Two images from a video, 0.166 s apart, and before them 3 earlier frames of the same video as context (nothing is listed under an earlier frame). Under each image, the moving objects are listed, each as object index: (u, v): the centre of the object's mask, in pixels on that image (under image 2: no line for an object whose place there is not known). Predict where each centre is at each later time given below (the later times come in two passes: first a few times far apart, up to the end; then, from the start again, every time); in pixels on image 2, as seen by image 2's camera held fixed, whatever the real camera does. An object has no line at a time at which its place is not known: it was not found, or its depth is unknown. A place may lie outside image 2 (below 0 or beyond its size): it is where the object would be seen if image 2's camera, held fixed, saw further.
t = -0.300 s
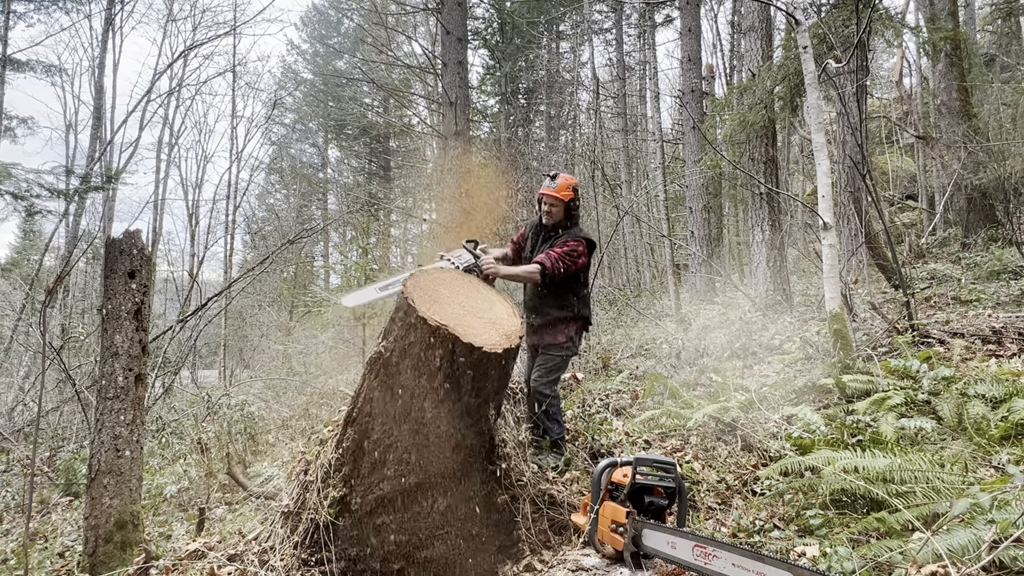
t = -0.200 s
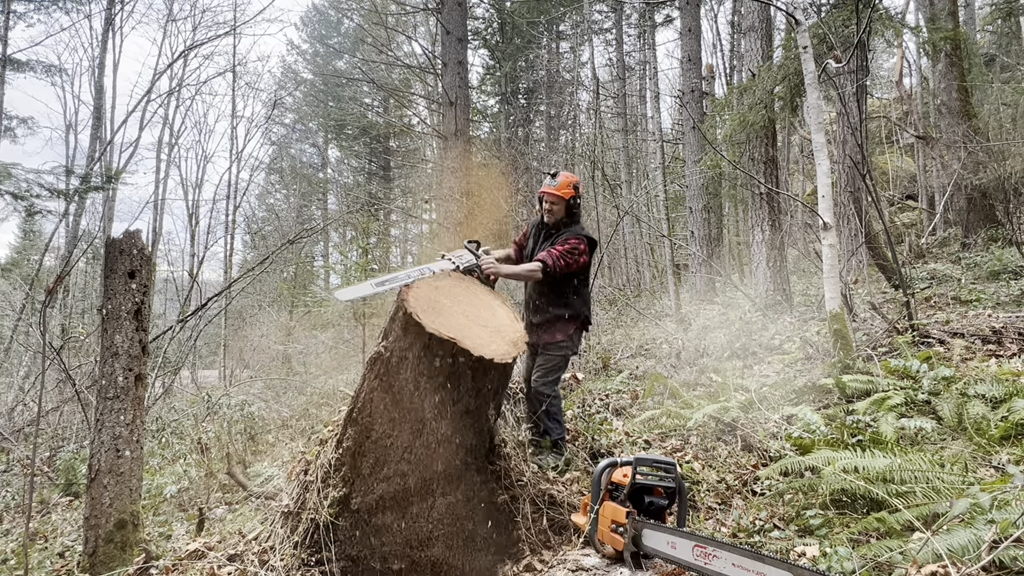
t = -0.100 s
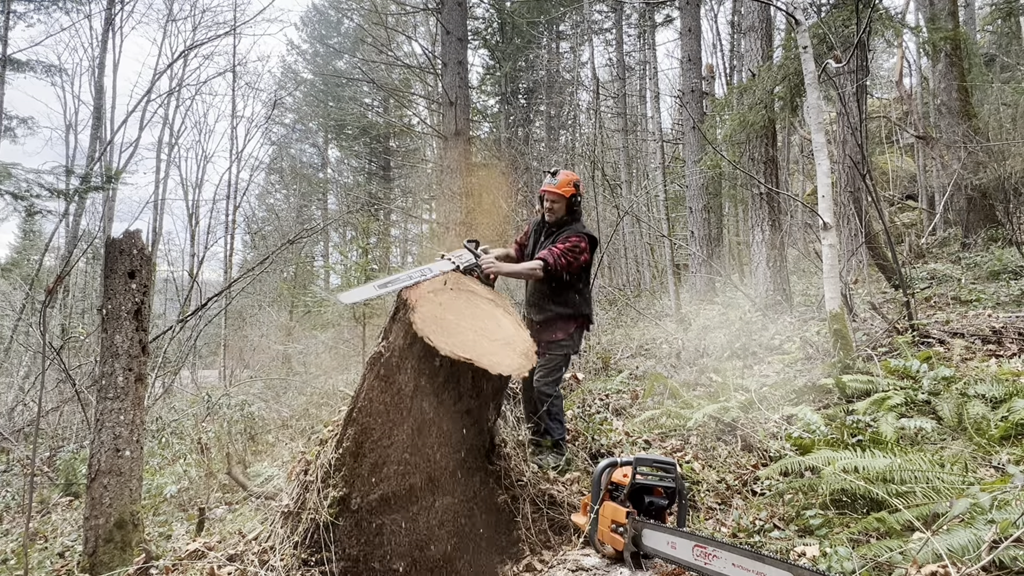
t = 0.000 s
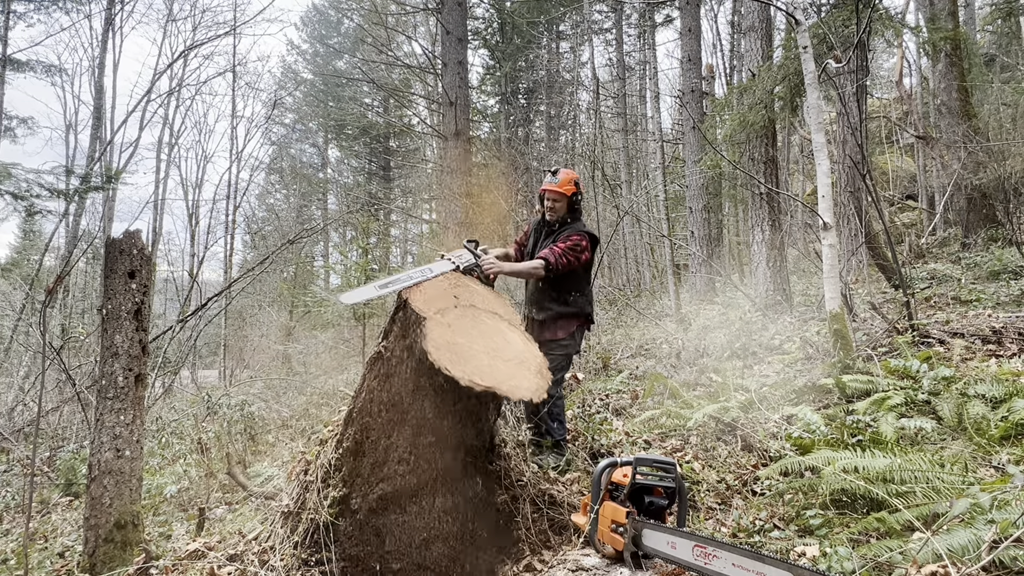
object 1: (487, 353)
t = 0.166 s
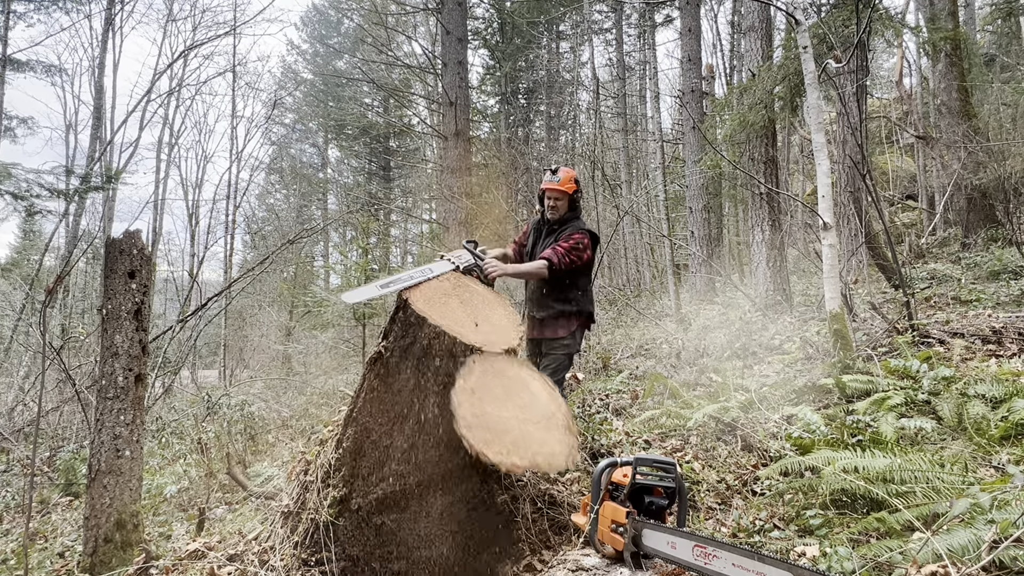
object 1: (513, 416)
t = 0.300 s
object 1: (529, 507)
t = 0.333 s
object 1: (531, 523)
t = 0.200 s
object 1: (519, 436)
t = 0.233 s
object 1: (524, 459)
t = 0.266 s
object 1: (528, 484)
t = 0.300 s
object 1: (529, 507)
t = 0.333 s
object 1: (531, 523)
